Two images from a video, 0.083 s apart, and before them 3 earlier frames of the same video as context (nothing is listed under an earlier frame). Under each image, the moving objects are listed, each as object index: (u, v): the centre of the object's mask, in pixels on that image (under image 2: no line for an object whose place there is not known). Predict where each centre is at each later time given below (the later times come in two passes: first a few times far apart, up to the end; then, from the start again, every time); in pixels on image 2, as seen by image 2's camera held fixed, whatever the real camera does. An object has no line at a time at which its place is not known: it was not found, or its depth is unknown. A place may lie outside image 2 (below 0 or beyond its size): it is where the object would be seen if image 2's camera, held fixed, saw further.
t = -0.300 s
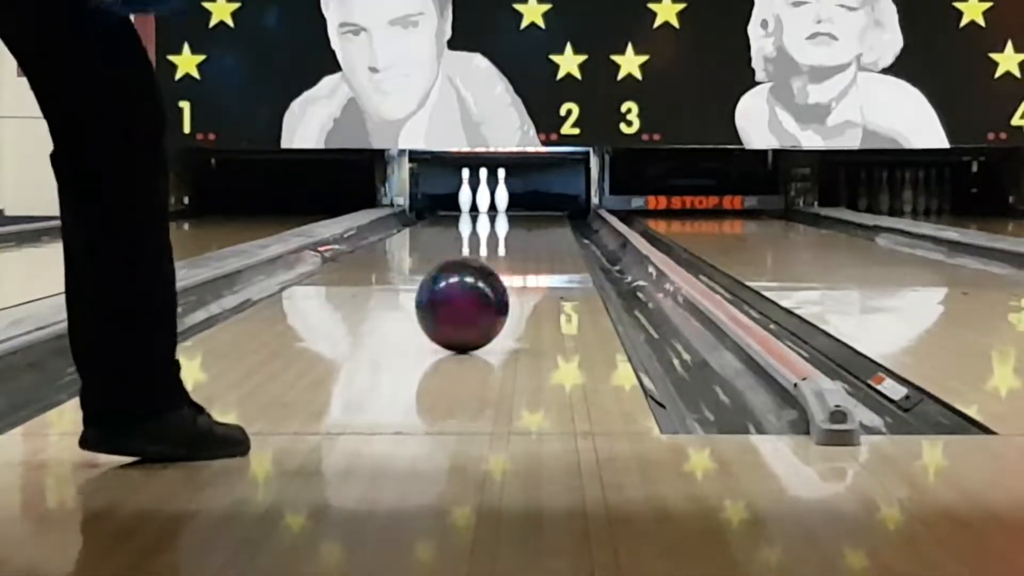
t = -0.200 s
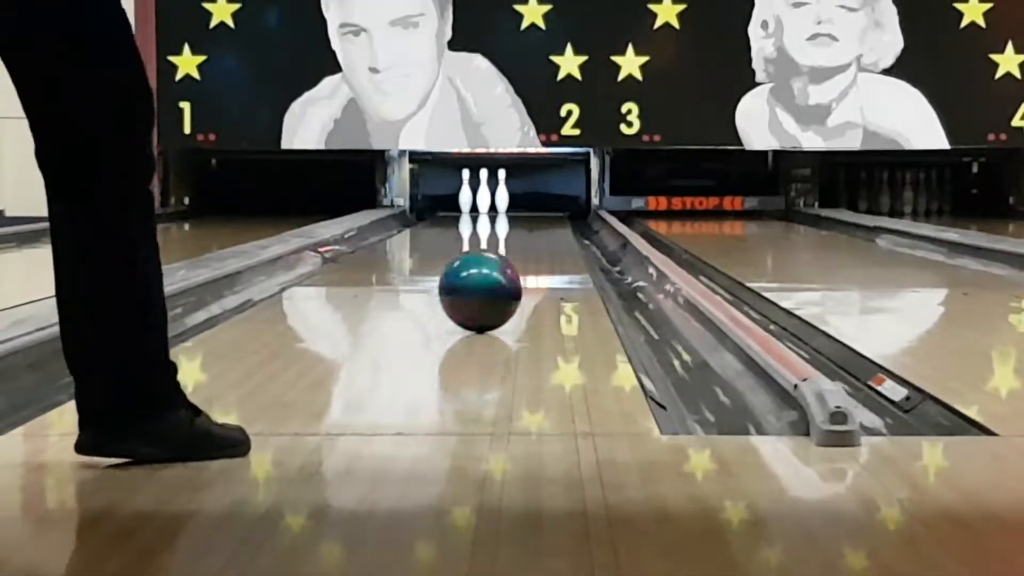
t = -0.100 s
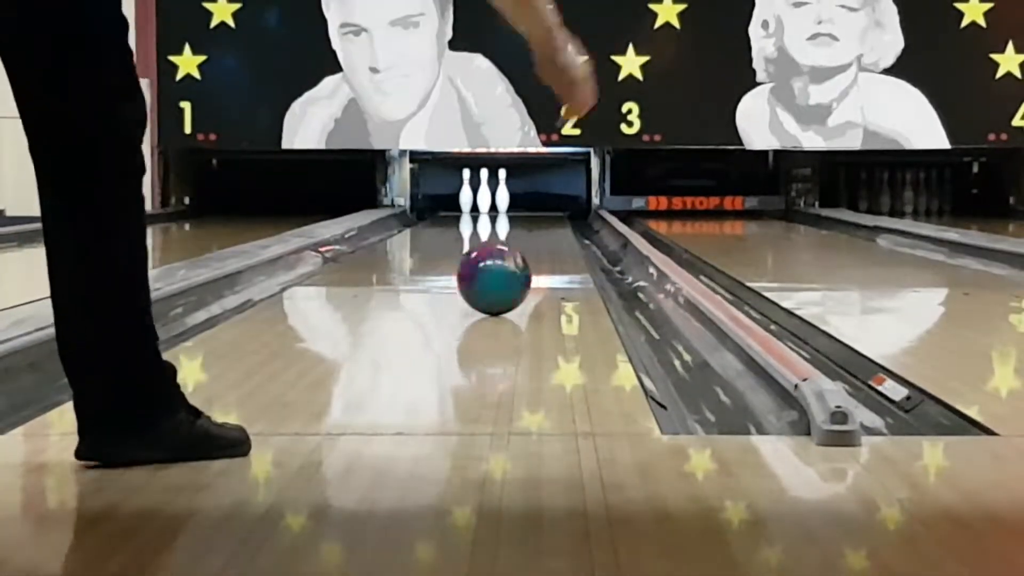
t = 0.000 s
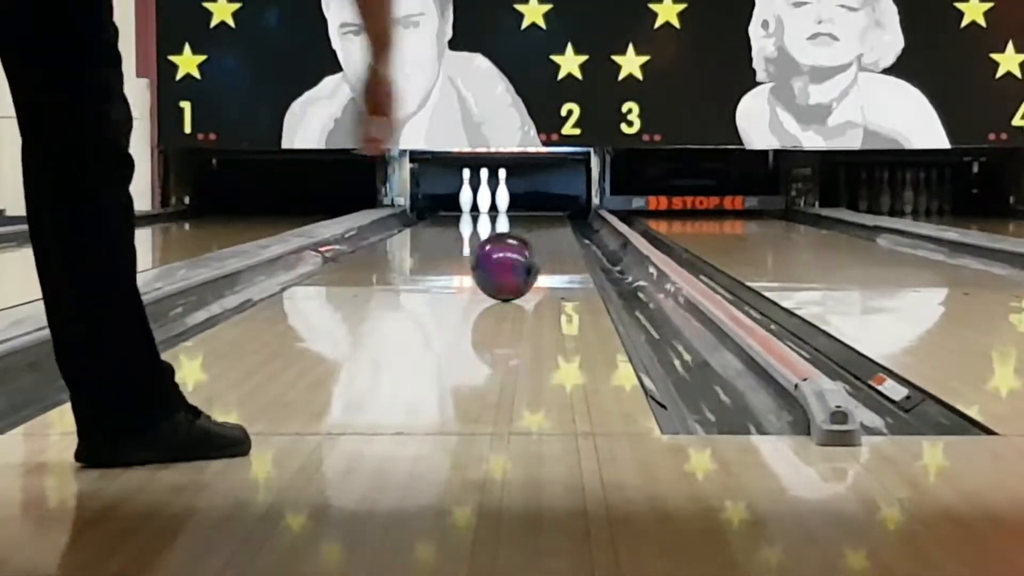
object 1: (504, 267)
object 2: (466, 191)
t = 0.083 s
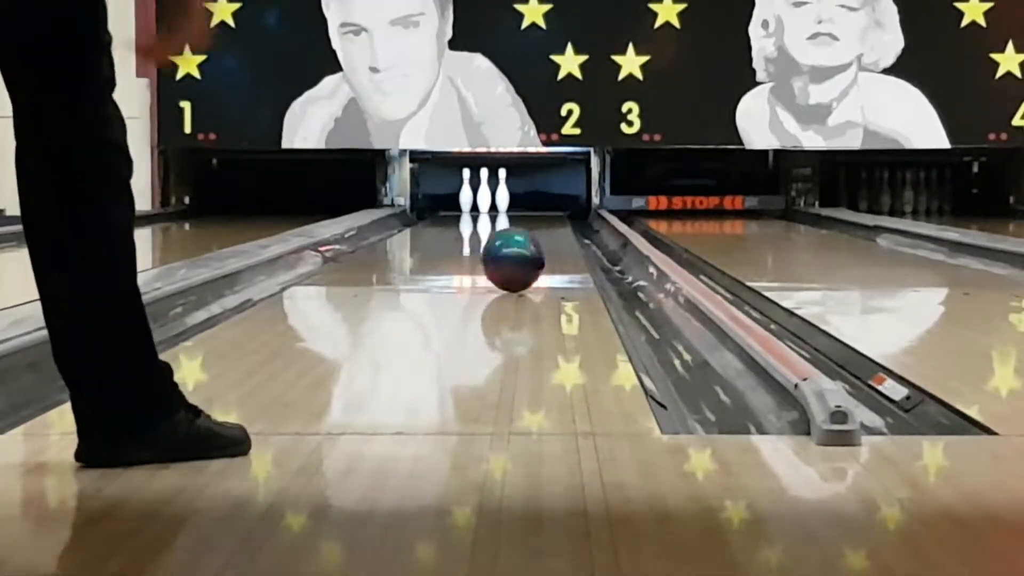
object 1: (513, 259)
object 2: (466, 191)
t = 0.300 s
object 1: (527, 244)
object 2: (466, 191)
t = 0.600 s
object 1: (538, 230)
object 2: (466, 191)
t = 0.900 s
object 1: (541, 220)
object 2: (466, 191)
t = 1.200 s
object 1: (537, 212)
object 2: (466, 191)
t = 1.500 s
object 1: (525, 207)
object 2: (466, 191)
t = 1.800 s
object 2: (466, 191)
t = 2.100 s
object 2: (448, 191)
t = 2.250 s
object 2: (455, 198)
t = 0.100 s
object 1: (514, 258)
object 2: (466, 191)
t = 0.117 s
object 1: (515, 257)
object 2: (466, 191)
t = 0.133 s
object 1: (516, 256)
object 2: (466, 191)
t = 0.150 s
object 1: (516, 255)
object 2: (466, 191)
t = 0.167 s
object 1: (518, 253)
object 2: (466, 191)
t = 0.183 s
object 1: (520, 251)
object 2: (466, 191)
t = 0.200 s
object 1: (521, 250)
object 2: (466, 191)
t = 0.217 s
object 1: (523, 249)
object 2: (466, 191)
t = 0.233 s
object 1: (523, 248)
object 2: (466, 191)
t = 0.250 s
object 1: (524, 247)
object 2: (466, 191)
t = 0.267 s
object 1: (525, 246)
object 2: (466, 191)
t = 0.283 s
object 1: (525, 246)
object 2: (466, 191)
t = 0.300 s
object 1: (527, 244)
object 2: (466, 191)
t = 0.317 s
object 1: (528, 243)
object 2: (466, 191)
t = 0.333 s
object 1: (529, 242)
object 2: (466, 191)
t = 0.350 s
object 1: (529, 242)
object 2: (466, 191)
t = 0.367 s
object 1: (530, 241)
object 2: (466, 191)
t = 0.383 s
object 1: (531, 240)
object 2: (466, 191)
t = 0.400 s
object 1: (531, 239)
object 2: (466, 191)
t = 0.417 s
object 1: (532, 239)
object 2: (466, 191)
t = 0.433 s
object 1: (533, 237)
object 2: (466, 191)
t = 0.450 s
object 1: (534, 236)
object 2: (466, 191)
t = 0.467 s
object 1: (534, 236)
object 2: (466, 191)
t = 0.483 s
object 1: (535, 235)
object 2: (466, 191)
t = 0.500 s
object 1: (535, 234)
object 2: (466, 191)
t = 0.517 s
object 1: (536, 233)
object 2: (466, 191)
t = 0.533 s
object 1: (536, 233)
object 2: (466, 191)
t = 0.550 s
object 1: (537, 232)
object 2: (466, 191)
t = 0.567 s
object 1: (538, 231)
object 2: (466, 191)
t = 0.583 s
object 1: (538, 230)
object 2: (466, 191)
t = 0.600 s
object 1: (538, 230)
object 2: (466, 191)
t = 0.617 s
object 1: (539, 229)
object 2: (466, 191)
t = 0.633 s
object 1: (539, 228)
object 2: (466, 191)
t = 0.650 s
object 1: (539, 228)
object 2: (466, 191)
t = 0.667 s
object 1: (540, 227)
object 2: (466, 191)
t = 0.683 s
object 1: (540, 227)
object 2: (466, 191)
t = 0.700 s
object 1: (540, 226)
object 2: (466, 191)
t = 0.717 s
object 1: (540, 225)
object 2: (466, 191)
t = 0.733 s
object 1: (540, 225)
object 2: (466, 191)
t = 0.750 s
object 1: (540, 225)
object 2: (466, 191)
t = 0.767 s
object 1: (541, 224)
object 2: (466, 191)
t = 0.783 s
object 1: (541, 223)
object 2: (466, 191)
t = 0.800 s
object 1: (540, 223)
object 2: (466, 191)
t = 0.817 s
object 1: (541, 222)
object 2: (466, 191)
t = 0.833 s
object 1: (541, 222)
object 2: (466, 191)
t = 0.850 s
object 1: (541, 221)
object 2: (466, 191)
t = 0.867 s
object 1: (541, 221)
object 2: (466, 191)
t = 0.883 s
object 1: (541, 220)
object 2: (466, 191)
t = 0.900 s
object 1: (541, 220)
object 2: (466, 191)
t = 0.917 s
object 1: (541, 219)
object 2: (466, 191)
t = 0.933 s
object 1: (541, 219)
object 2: (466, 191)
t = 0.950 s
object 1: (541, 218)
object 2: (466, 191)
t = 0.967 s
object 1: (541, 218)
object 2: (466, 191)
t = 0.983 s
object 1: (540, 218)
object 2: (466, 191)
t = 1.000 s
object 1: (540, 217)
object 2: (466, 191)
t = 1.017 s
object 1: (540, 216)
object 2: (466, 191)
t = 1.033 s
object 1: (540, 216)
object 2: (466, 191)
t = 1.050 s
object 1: (539, 215)
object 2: (466, 191)
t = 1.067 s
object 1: (539, 215)
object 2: (466, 191)
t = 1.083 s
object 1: (539, 215)
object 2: (466, 191)
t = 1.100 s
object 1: (539, 214)
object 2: (466, 191)
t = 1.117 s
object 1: (538, 214)
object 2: (466, 191)
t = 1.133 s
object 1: (538, 214)
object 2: (466, 191)
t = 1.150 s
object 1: (538, 213)
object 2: (466, 191)
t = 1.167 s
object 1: (537, 213)
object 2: (466, 191)
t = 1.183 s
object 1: (537, 213)
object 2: (466, 191)
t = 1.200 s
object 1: (537, 212)
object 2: (466, 191)
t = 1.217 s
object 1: (536, 212)
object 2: (466, 191)
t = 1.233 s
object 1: (536, 211)
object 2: (466, 191)
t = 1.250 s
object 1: (535, 212)
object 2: (466, 191)
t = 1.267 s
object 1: (535, 211)
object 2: (466, 191)
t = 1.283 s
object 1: (534, 212)
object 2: (466, 191)
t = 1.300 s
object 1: (534, 211)
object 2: (466, 191)
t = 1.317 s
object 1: (534, 210)
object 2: (466, 191)
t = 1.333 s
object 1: (533, 210)
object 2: (466, 191)
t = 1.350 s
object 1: (531, 209)
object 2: (466, 191)
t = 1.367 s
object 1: (532, 209)
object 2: (466, 191)
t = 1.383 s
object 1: (531, 208)
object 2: (466, 191)
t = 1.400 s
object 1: (530, 208)
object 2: (466, 191)
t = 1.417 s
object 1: (530, 209)
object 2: (466, 191)
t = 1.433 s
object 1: (527, 208)
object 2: (466, 191)
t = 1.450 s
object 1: (528, 208)
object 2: (466, 191)
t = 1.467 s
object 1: (527, 207)
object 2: (466, 191)
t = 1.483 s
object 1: (526, 207)
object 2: (466, 191)
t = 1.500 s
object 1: (525, 207)
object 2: (466, 191)
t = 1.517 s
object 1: (524, 207)
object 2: (466, 191)
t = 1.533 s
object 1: (524, 206)
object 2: (466, 191)
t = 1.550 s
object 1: (523, 206)
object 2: (466, 191)
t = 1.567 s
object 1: (522, 206)
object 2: (466, 191)
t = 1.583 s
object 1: (521, 206)
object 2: (466, 191)
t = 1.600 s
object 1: (520, 206)
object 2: (466, 191)
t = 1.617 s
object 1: (519, 204)
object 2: (466, 191)
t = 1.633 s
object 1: (519, 205)
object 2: (466, 191)
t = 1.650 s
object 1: (517, 205)
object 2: (466, 191)
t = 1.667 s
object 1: (517, 205)
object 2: (466, 191)
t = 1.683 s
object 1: (514, 206)
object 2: (466, 191)
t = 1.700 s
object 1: (514, 205)
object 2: (466, 191)
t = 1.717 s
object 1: (514, 205)
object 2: (466, 191)
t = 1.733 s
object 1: (512, 205)
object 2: (466, 191)
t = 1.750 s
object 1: (512, 204)
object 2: (466, 191)
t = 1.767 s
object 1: (509, 204)
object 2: (466, 191)
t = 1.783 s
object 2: (466, 191)
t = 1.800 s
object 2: (466, 191)
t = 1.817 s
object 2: (466, 191)
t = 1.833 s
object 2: (466, 191)
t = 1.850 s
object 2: (466, 191)
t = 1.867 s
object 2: (466, 191)
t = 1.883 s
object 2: (466, 191)
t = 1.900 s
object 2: (466, 191)
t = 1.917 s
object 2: (466, 191)
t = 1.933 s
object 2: (466, 191)
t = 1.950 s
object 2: (466, 191)
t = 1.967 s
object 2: (466, 191)
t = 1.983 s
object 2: (466, 191)
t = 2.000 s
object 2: (466, 191)
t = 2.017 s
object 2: (466, 191)
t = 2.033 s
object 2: (466, 191)
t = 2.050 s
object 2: (465, 191)
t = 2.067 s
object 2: (462, 192)
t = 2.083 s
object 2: (455, 193)
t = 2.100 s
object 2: (448, 191)
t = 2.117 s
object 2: (442, 189)
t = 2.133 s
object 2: (435, 189)
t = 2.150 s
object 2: (437, 189)
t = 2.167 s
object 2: (441, 189)
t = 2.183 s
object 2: (443, 189)
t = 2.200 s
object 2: (447, 191)
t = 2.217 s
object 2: (450, 192)
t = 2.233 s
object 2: (453, 195)
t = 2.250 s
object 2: (455, 198)
